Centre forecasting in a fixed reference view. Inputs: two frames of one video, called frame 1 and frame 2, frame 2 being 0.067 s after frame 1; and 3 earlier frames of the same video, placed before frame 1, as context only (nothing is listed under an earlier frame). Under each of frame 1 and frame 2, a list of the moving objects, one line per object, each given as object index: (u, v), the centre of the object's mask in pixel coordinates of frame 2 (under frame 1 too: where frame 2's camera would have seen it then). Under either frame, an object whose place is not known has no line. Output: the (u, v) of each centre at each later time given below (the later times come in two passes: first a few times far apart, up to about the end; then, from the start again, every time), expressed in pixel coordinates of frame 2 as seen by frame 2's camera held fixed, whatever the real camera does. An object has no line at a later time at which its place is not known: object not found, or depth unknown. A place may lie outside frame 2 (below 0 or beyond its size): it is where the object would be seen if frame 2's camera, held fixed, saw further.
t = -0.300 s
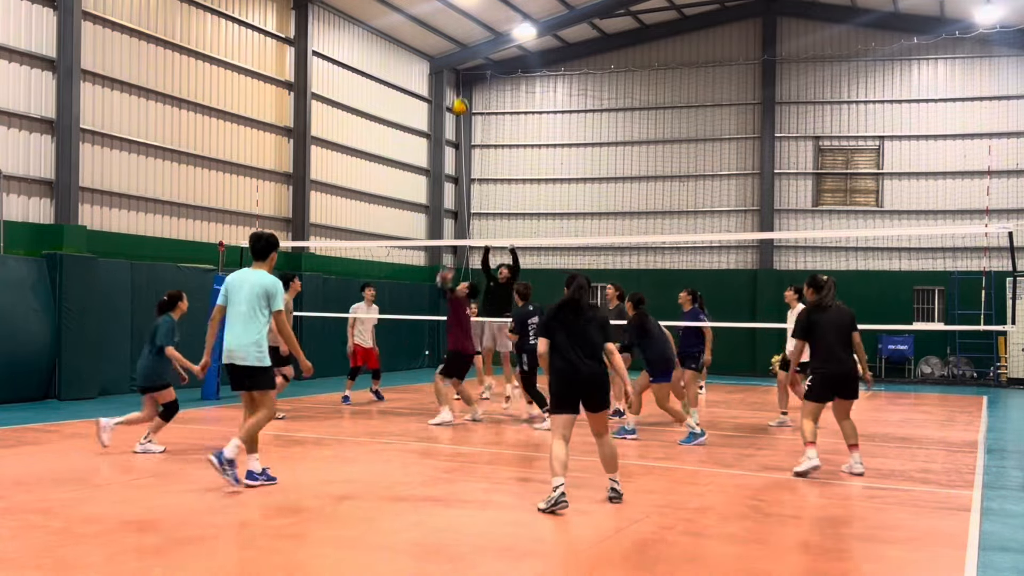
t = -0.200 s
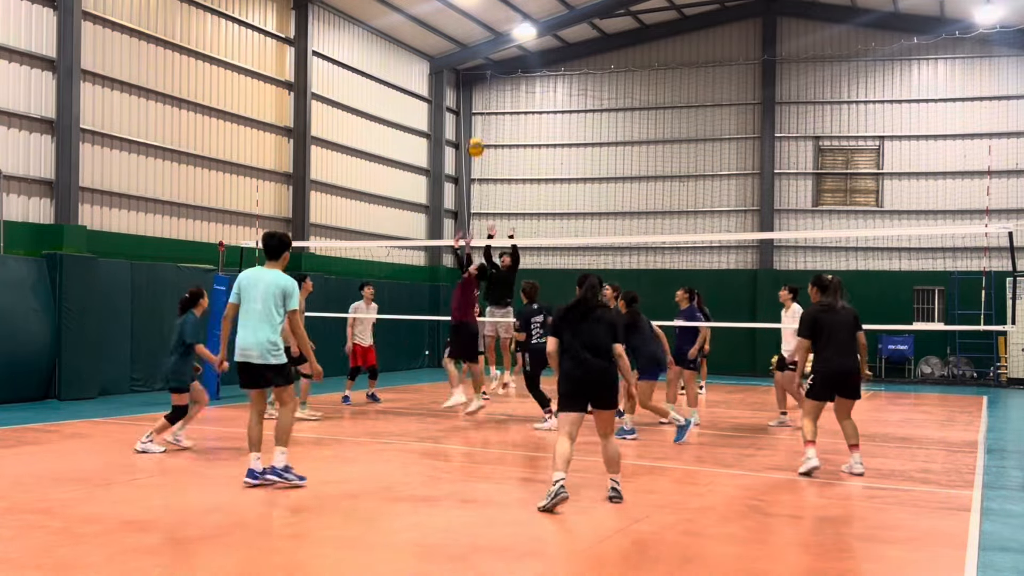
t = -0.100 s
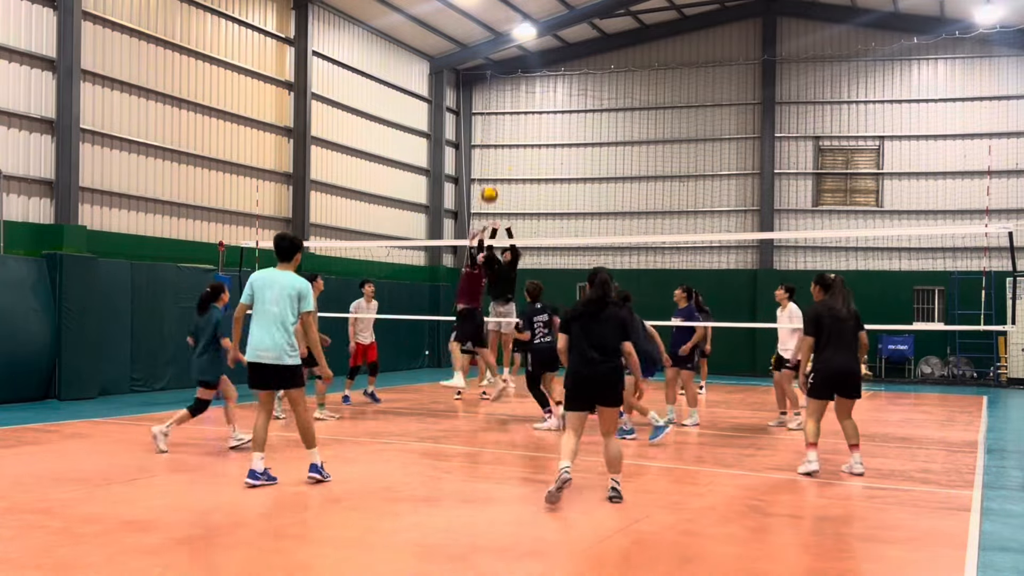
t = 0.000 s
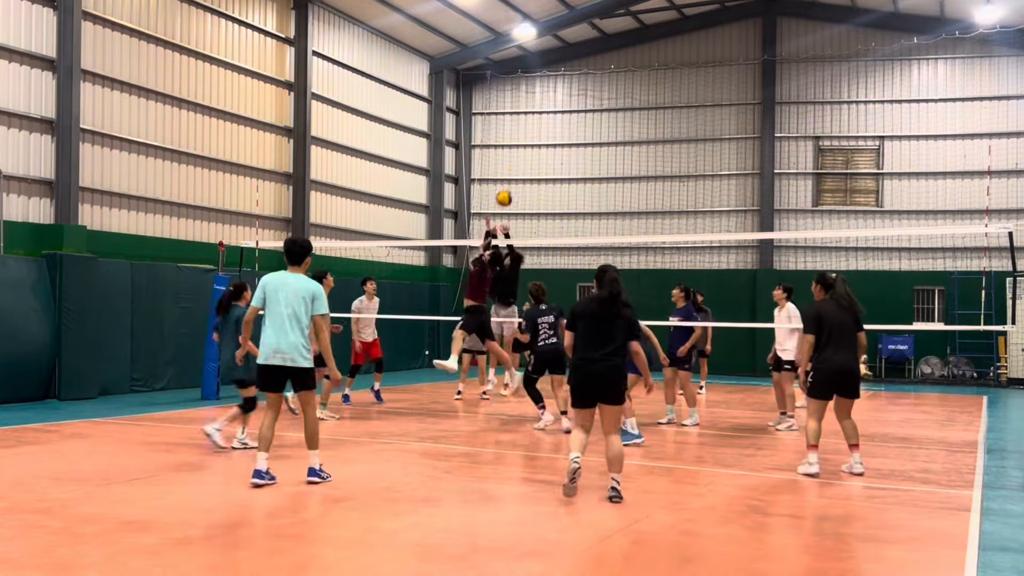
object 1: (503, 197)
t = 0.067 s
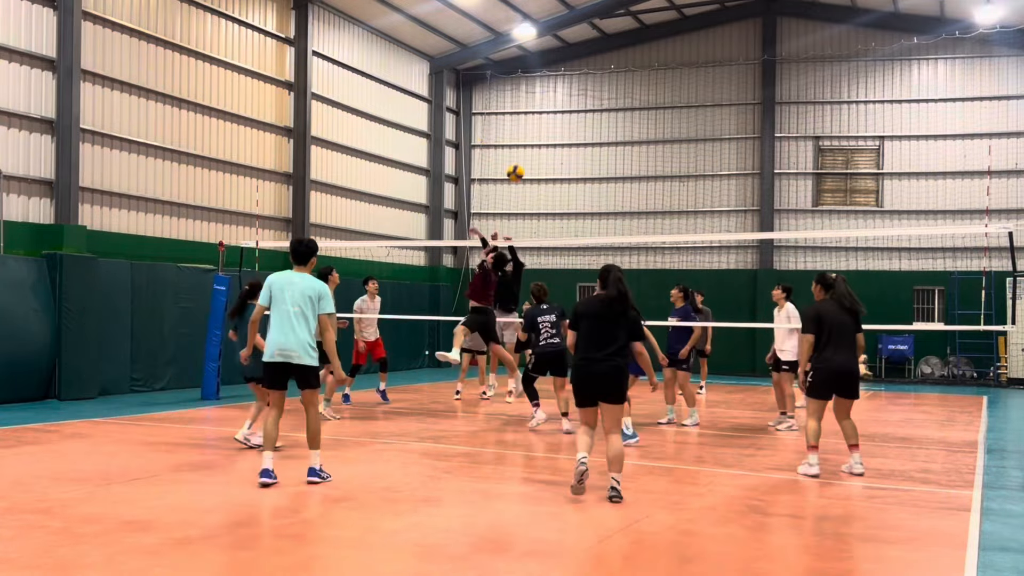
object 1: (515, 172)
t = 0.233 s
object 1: (542, 123)
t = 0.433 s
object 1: (575, 94)
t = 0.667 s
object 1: (614, 100)
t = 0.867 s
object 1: (650, 145)
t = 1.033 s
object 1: (677, 207)
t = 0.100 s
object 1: (520, 162)
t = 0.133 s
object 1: (525, 150)
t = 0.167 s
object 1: (531, 141)
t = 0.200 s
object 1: (536, 132)
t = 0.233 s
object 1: (542, 123)
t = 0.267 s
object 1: (548, 116)
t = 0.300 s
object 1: (553, 110)
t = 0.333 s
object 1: (558, 105)
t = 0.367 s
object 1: (564, 99)
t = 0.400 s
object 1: (570, 97)
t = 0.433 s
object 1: (575, 94)
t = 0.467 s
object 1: (580, 89)
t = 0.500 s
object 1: (586, 89)
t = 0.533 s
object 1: (592, 91)
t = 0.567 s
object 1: (596, 91)
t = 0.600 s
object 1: (603, 94)
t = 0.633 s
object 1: (609, 97)
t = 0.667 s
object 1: (614, 100)
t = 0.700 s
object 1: (621, 104)
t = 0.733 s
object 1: (626, 111)
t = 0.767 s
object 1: (632, 118)
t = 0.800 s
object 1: (638, 124)
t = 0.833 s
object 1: (644, 134)
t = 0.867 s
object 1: (650, 145)
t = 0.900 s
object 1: (655, 154)
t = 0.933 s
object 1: (661, 166)
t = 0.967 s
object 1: (667, 179)
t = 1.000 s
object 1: (671, 193)
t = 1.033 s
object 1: (677, 207)
